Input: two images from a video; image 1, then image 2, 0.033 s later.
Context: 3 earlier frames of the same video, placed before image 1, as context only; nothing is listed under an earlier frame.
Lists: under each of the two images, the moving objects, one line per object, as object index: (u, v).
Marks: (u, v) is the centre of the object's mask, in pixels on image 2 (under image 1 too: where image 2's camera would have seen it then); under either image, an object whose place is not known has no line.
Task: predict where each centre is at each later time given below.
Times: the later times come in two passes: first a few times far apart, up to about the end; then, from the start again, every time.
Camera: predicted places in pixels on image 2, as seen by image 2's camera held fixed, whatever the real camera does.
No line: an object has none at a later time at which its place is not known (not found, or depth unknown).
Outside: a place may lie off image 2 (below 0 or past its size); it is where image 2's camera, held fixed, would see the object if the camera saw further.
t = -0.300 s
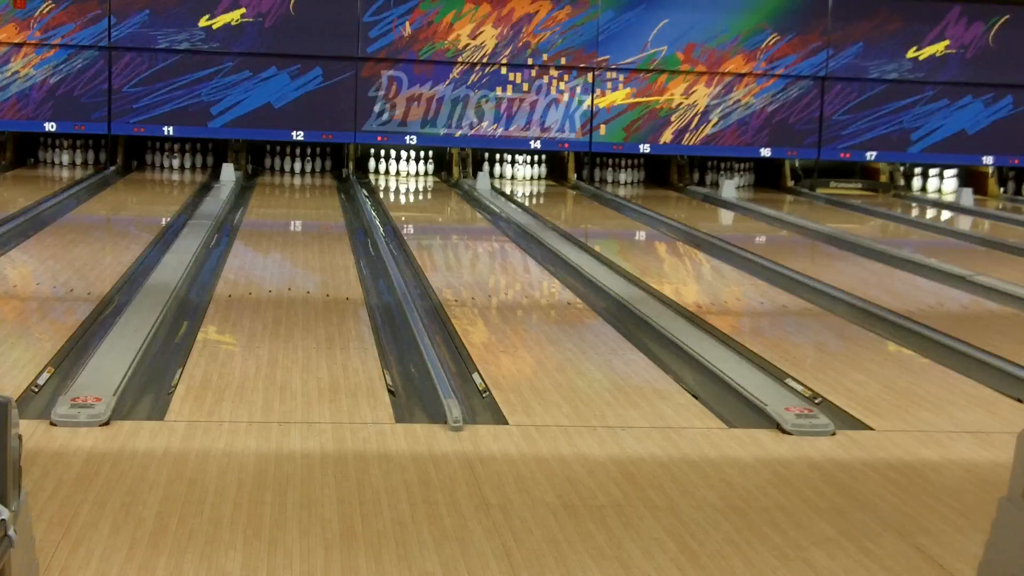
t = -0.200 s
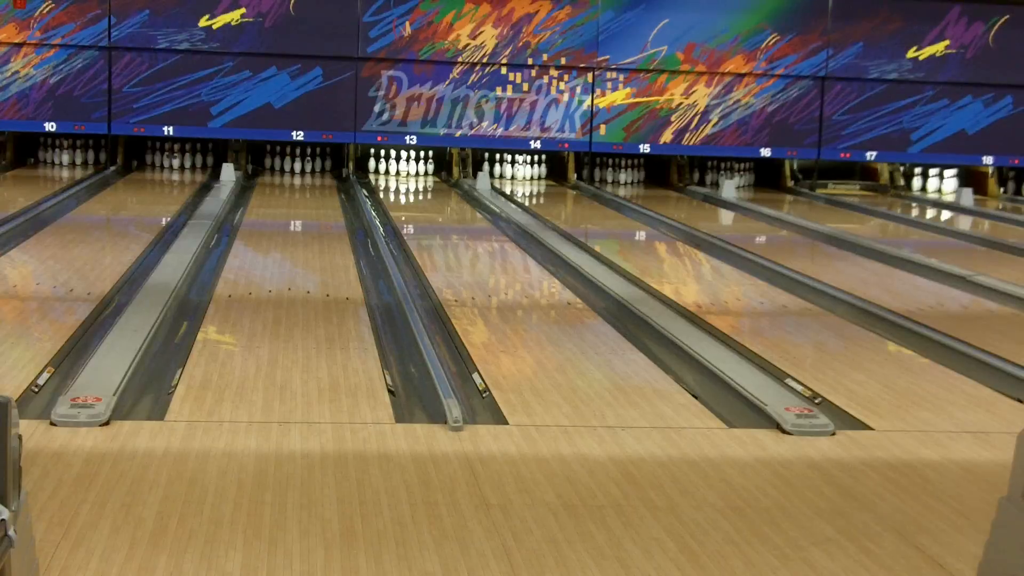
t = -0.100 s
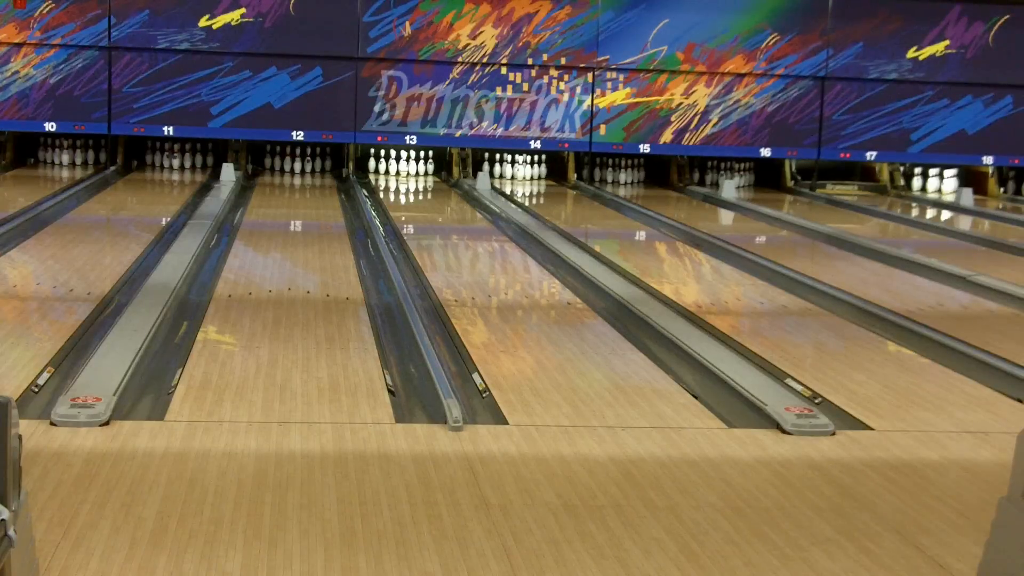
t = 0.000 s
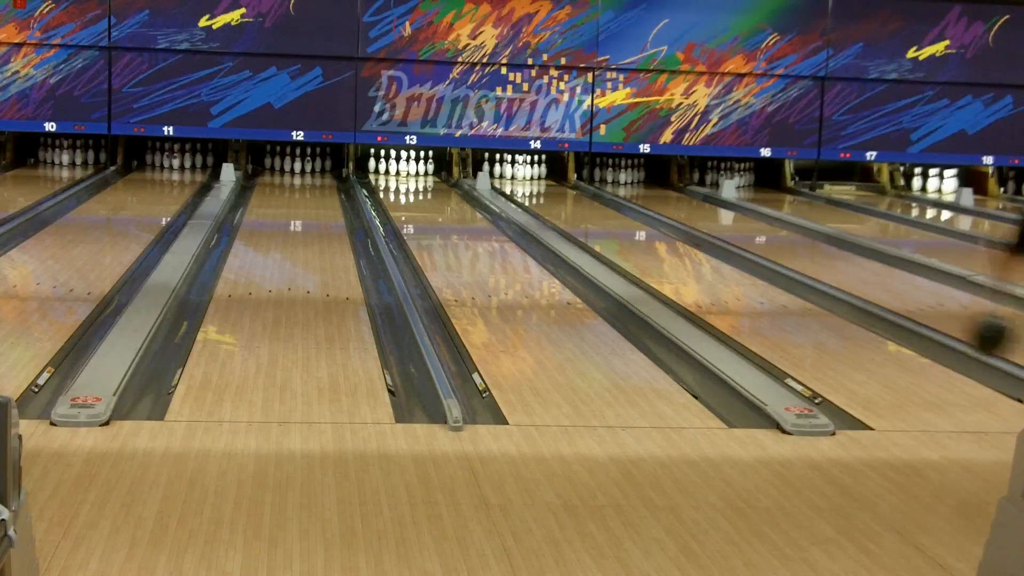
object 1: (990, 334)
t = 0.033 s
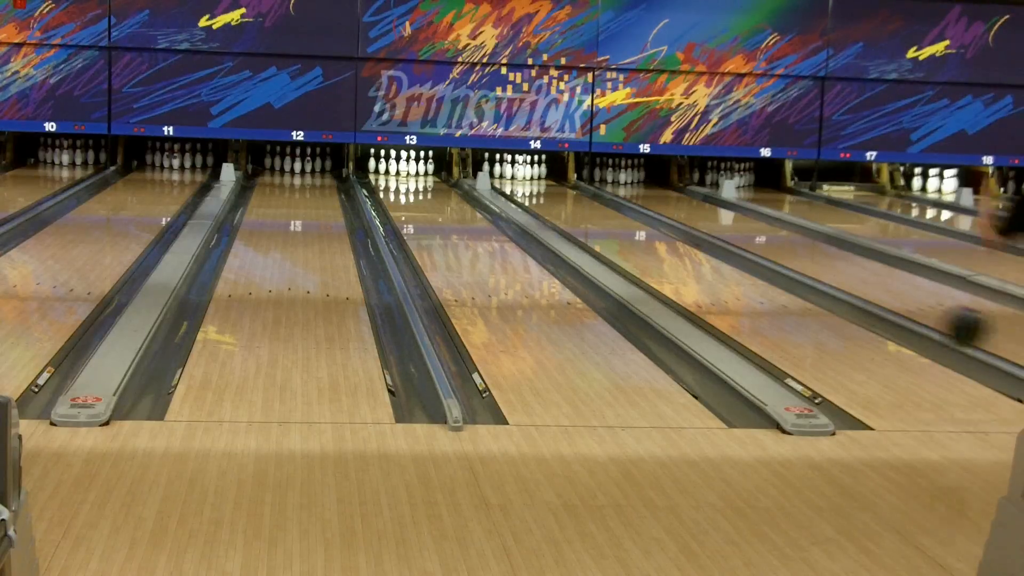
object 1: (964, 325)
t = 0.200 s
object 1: (861, 322)
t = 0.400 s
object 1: (768, 306)
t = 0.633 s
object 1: (690, 276)
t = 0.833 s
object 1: (642, 253)
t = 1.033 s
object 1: (604, 235)
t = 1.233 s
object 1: (575, 220)
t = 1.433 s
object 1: (554, 209)
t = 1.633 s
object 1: (537, 198)
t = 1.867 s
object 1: (525, 188)
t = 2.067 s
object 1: (520, 181)
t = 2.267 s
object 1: (518, 175)
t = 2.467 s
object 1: (522, 171)
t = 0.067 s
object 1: (942, 320)
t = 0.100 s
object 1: (920, 317)
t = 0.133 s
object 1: (899, 316)
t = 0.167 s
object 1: (879, 319)
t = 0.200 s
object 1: (861, 322)
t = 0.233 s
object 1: (841, 328)
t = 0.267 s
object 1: (826, 332)
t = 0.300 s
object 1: (809, 328)
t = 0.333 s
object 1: (794, 319)
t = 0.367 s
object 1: (781, 311)
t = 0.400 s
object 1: (768, 306)
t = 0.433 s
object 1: (755, 302)
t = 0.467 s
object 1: (743, 300)
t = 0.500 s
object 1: (731, 294)
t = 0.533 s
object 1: (720, 290)
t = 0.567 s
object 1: (710, 285)
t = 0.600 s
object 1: (700, 280)
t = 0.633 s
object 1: (690, 276)
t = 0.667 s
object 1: (681, 272)
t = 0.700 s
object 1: (672, 268)
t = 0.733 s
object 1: (664, 264)
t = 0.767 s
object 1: (656, 260)
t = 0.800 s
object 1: (649, 257)
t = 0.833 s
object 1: (642, 253)
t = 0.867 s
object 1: (635, 250)
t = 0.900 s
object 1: (628, 247)
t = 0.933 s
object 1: (622, 243)
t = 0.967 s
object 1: (615, 241)
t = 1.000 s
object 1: (609, 238)
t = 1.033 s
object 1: (604, 235)
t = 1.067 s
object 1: (599, 232)
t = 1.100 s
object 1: (593, 230)
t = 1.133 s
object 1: (588, 227)
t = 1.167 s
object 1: (584, 225)
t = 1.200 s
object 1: (579, 223)
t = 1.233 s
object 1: (575, 220)
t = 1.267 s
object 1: (571, 218)
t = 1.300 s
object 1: (567, 216)
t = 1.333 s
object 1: (563, 214)
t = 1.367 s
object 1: (560, 212)
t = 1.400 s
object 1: (557, 210)
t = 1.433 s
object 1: (554, 209)
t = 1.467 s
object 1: (551, 206)
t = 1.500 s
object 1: (548, 205)
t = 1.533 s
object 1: (546, 203)
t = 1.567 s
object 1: (543, 201)
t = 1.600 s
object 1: (539, 200)
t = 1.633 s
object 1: (537, 198)
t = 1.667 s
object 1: (536, 197)
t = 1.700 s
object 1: (534, 195)
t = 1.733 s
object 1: (532, 194)
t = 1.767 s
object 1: (531, 192)
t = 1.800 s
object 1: (528, 191)
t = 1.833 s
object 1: (527, 189)
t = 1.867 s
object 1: (525, 188)
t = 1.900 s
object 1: (524, 187)
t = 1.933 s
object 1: (523, 186)
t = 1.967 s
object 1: (522, 184)
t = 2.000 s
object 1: (522, 183)
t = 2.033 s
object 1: (521, 182)
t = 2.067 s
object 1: (520, 181)
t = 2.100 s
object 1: (520, 180)
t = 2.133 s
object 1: (519, 179)
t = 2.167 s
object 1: (519, 178)
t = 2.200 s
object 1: (519, 177)
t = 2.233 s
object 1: (518, 176)
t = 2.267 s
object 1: (518, 175)
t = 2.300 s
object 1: (518, 174)
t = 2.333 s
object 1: (518, 174)
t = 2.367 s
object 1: (518, 173)
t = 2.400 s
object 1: (519, 173)
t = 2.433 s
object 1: (521, 171)
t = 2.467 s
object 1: (522, 171)
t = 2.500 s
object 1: (523, 172)
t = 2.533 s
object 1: (524, 172)
